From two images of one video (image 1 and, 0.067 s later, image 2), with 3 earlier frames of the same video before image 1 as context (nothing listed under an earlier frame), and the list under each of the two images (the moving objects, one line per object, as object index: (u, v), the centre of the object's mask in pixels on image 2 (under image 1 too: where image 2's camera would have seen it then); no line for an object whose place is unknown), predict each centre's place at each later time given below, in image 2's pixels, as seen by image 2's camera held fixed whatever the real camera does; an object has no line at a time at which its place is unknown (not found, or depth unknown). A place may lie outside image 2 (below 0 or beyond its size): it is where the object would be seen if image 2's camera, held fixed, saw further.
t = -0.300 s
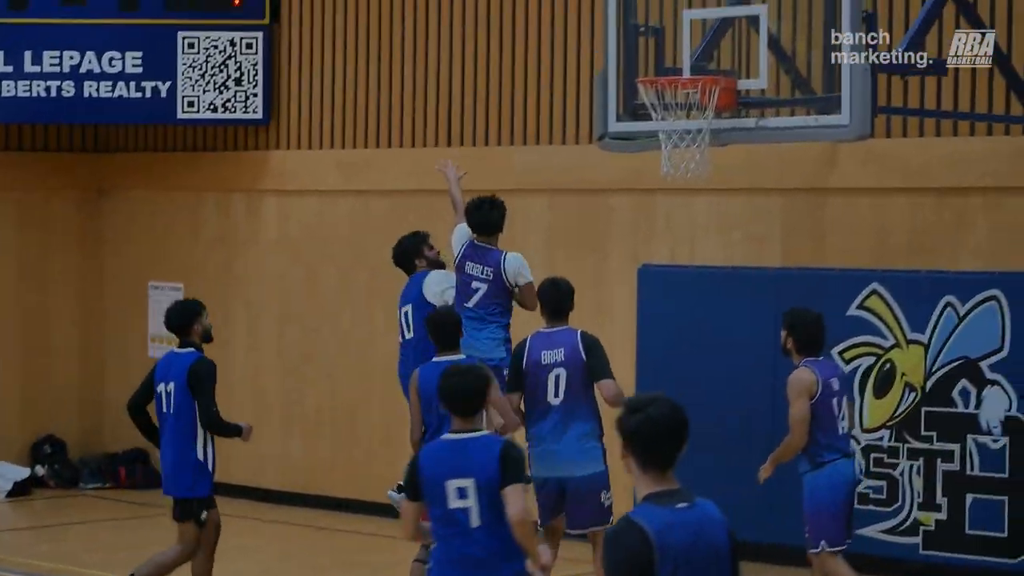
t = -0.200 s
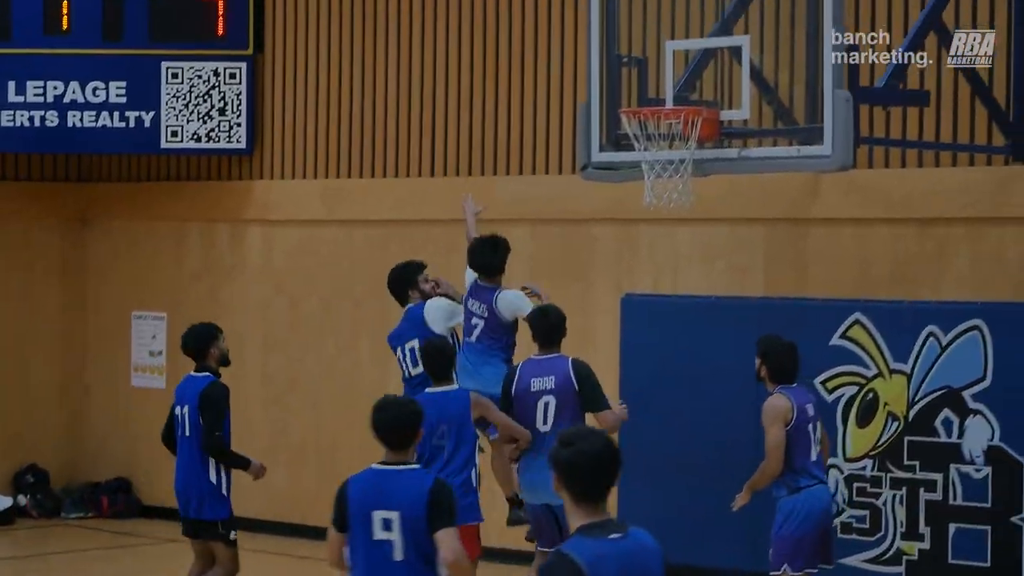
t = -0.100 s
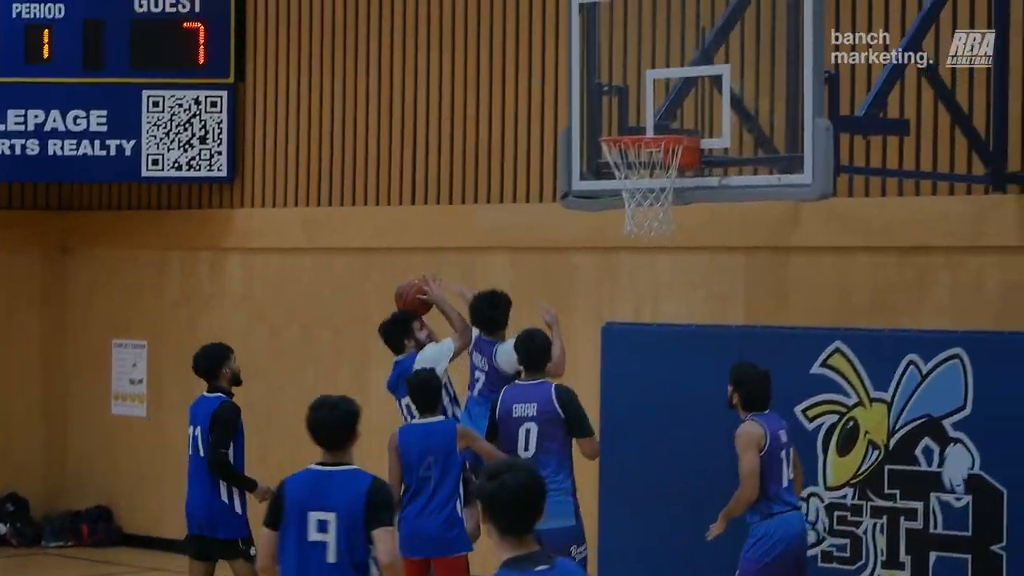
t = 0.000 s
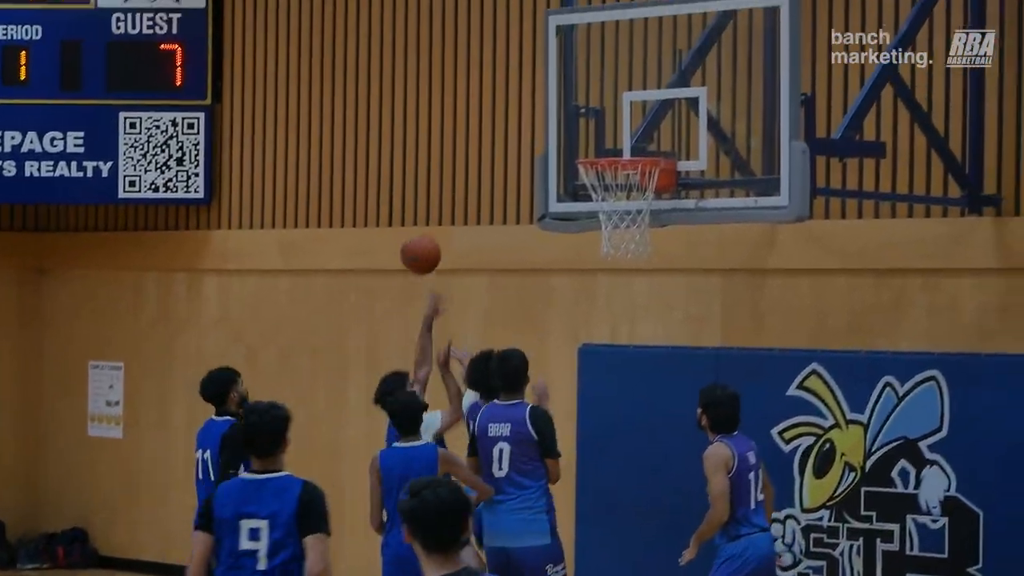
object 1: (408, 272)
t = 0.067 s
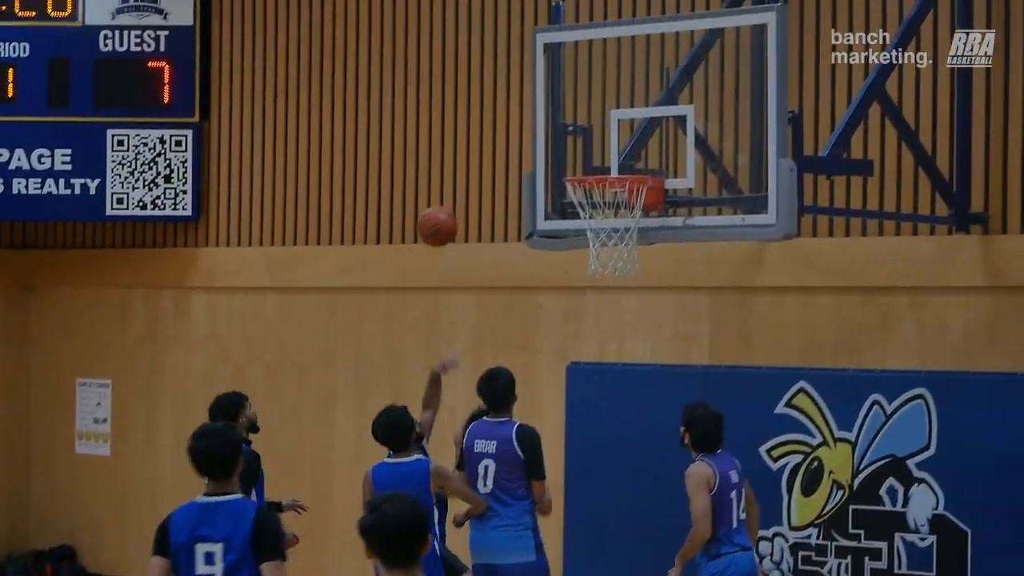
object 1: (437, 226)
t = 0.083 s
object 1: (444, 216)
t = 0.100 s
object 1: (452, 207)
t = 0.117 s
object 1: (459, 197)
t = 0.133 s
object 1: (466, 188)
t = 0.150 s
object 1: (473, 179)
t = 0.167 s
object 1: (480, 170)
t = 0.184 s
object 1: (488, 163)
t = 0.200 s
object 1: (496, 157)
